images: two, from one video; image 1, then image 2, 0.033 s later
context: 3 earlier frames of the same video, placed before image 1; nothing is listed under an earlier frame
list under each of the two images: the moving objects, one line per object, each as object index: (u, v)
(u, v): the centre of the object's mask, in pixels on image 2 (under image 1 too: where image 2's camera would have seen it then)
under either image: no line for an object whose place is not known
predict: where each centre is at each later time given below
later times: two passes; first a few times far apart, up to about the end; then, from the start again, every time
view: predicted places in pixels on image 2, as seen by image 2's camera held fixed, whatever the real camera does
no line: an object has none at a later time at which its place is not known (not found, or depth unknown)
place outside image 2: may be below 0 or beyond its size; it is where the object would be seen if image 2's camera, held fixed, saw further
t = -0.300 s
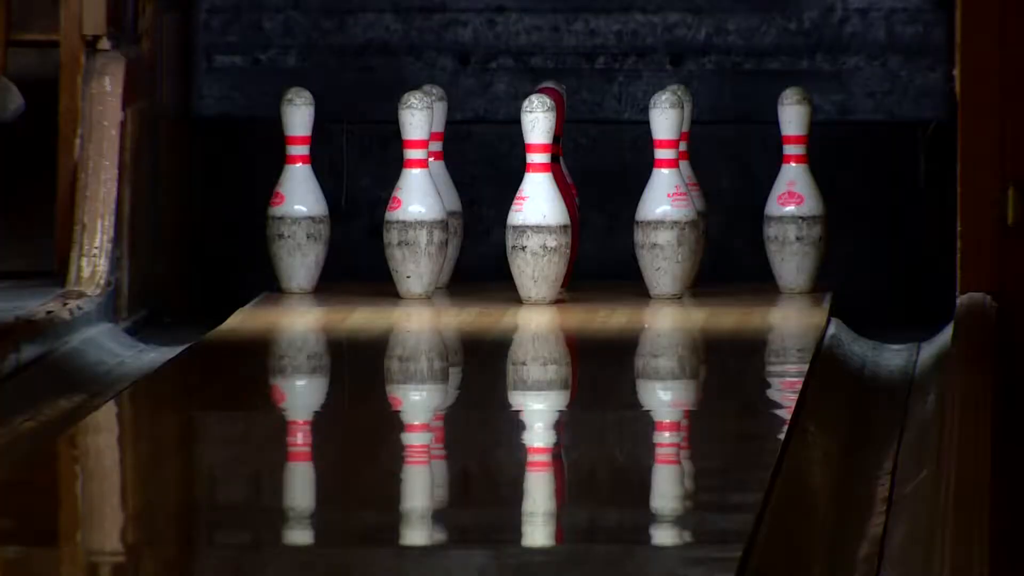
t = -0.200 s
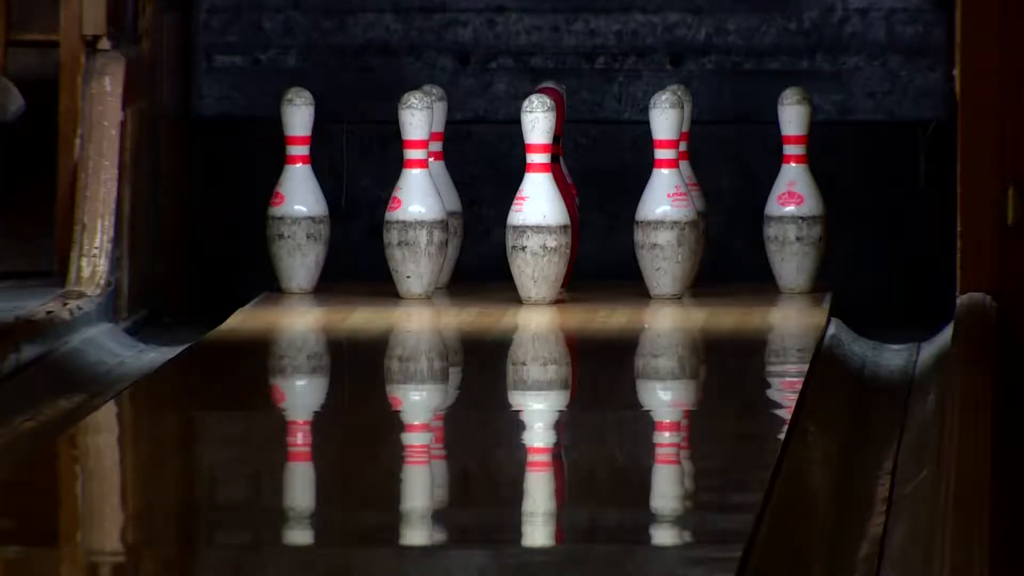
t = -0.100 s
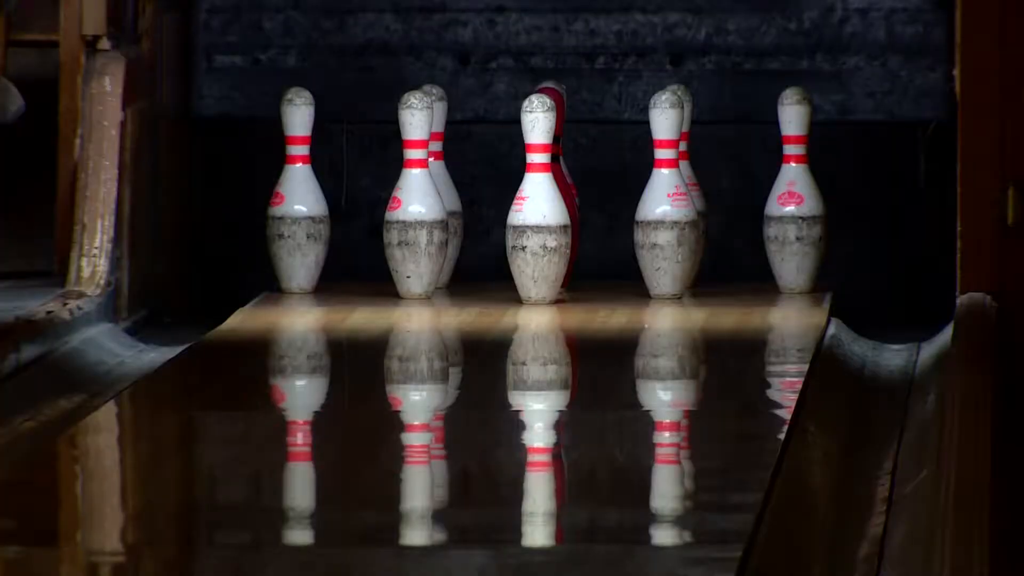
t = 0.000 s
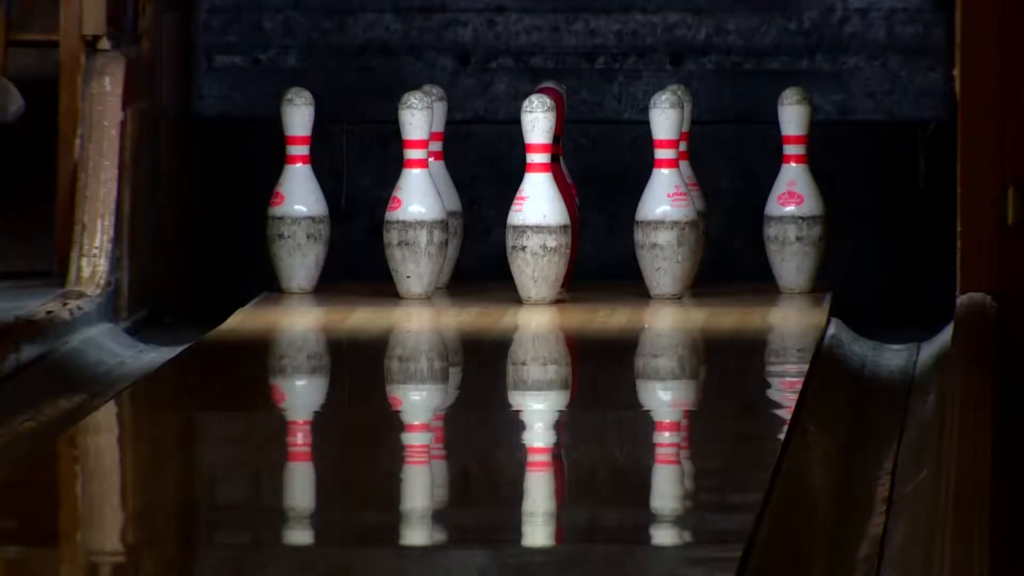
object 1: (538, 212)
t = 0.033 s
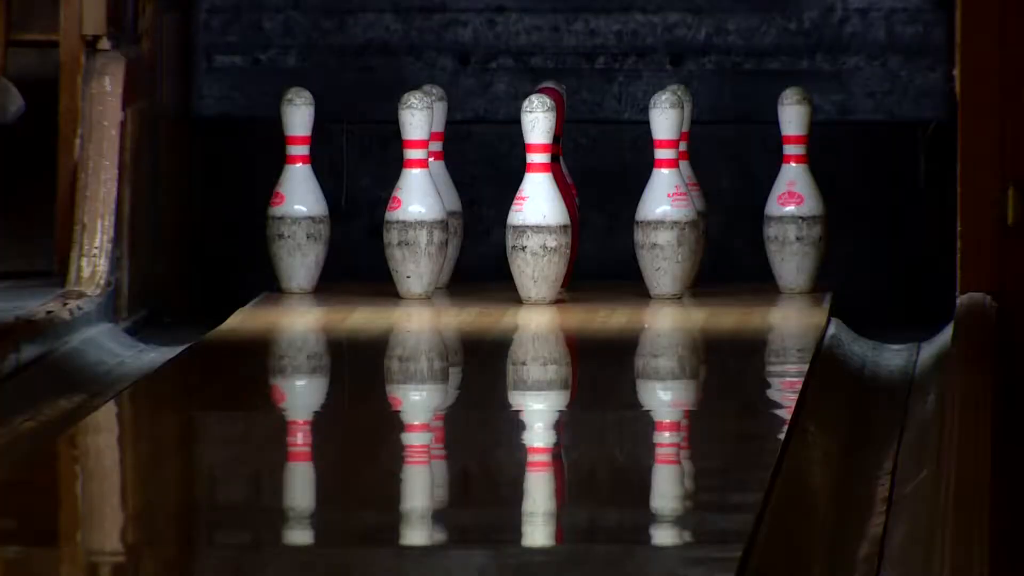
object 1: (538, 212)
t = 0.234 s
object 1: (539, 212)
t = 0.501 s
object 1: (538, 212)
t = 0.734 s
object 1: (538, 212)
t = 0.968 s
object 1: (538, 212)
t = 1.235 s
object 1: (538, 212)
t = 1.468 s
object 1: (538, 212)
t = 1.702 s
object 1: (538, 212)
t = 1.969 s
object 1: (538, 212)
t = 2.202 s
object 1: (603, 211)
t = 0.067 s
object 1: (538, 212)
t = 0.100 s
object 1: (538, 212)
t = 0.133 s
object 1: (538, 212)
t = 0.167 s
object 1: (539, 212)
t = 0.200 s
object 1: (538, 212)
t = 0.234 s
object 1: (539, 212)
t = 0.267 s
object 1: (539, 212)
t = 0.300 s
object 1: (538, 212)
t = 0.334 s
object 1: (538, 212)
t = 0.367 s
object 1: (539, 212)
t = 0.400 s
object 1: (538, 212)
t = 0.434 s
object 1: (538, 212)
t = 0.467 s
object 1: (538, 212)
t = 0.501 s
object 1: (538, 212)
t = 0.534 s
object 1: (538, 212)
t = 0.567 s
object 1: (538, 212)
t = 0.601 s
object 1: (538, 212)
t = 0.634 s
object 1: (538, 212)
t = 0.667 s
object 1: (538, 212)
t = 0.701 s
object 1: (538, 212)
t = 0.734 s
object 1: (538, 212)
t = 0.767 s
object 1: (538, 212)
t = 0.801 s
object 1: (538, 212)
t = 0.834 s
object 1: (538, 212)
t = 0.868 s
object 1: (538, 212)
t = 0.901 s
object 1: (538, 212)
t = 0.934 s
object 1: (538, 212)
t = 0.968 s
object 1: (538, 212)
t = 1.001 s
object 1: (538, 212)
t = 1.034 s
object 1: (538, 212)
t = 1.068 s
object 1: (538, 212)
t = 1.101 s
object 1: (538, 212)
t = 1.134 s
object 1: (538, 212)
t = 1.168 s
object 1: (538, 212)
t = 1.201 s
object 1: (538, 212)
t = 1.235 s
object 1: (538, 212)
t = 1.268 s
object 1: (538, 212)
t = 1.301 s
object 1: (538, 212)
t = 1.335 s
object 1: (538, 212)
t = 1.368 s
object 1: (538, 212)
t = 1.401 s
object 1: (538, 212)
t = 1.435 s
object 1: (538, 212)
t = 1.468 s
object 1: (538, 212)
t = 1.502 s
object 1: (538, 212)
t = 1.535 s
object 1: (538, 212)
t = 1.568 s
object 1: (538, 212)
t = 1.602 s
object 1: (538, 212)
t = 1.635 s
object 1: (538, 212)
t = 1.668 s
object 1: (538, 212)
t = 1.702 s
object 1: (538, 212)
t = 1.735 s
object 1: (538, 212)
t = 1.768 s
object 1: (538, 212)
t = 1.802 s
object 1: (538, 212)
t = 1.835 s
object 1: (538, 212)
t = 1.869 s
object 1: (538, 212)
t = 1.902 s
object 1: (538, 212)
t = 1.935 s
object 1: (538, 212)
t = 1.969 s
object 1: (538, 212)
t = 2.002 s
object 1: (538, 212)
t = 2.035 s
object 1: (538, 212)
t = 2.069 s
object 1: (538, 212)
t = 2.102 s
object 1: (539, 211)
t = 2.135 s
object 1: (540, 210)
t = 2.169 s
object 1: (565, 210)
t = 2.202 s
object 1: (603, 211)
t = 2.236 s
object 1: (636, 219)
